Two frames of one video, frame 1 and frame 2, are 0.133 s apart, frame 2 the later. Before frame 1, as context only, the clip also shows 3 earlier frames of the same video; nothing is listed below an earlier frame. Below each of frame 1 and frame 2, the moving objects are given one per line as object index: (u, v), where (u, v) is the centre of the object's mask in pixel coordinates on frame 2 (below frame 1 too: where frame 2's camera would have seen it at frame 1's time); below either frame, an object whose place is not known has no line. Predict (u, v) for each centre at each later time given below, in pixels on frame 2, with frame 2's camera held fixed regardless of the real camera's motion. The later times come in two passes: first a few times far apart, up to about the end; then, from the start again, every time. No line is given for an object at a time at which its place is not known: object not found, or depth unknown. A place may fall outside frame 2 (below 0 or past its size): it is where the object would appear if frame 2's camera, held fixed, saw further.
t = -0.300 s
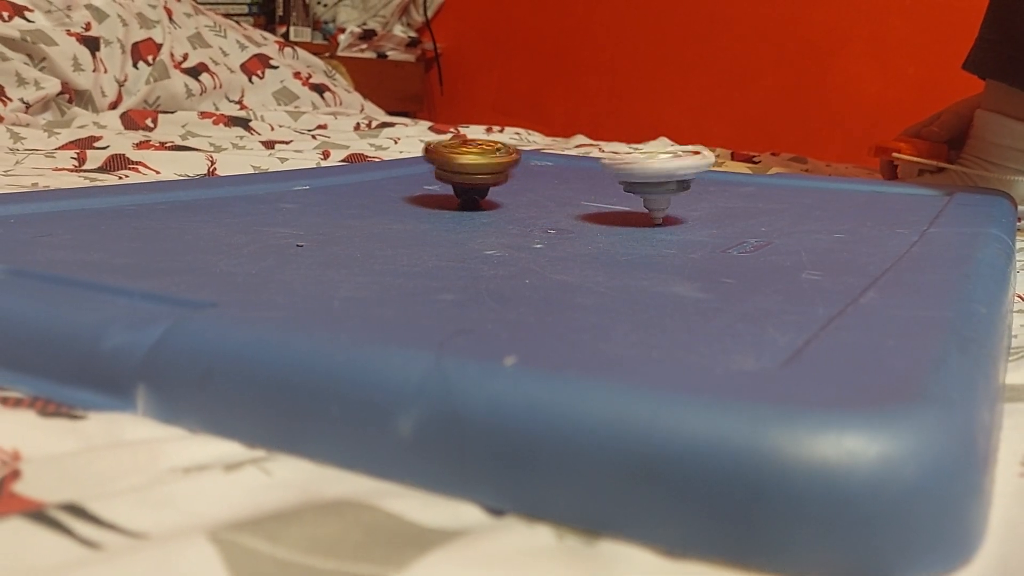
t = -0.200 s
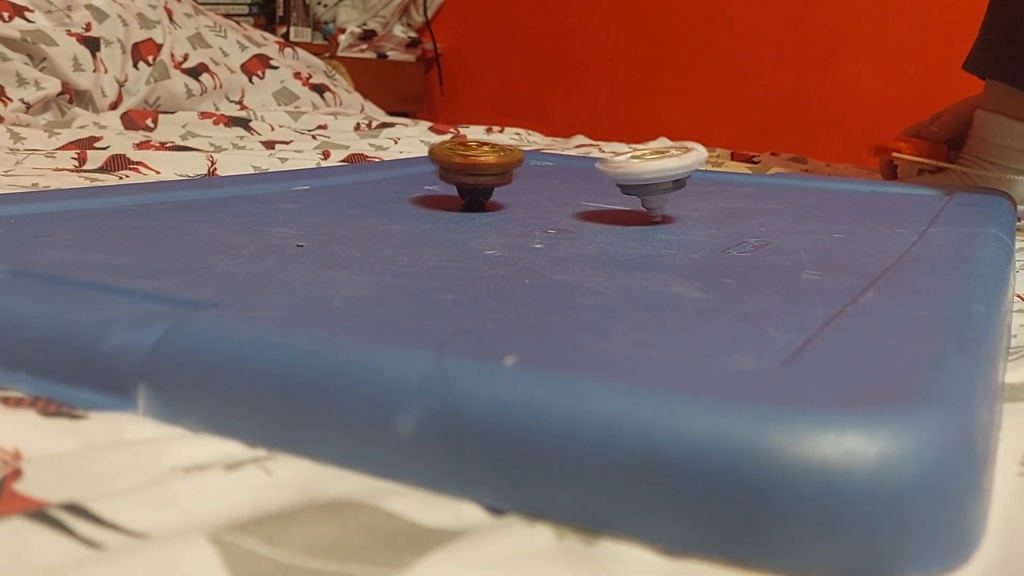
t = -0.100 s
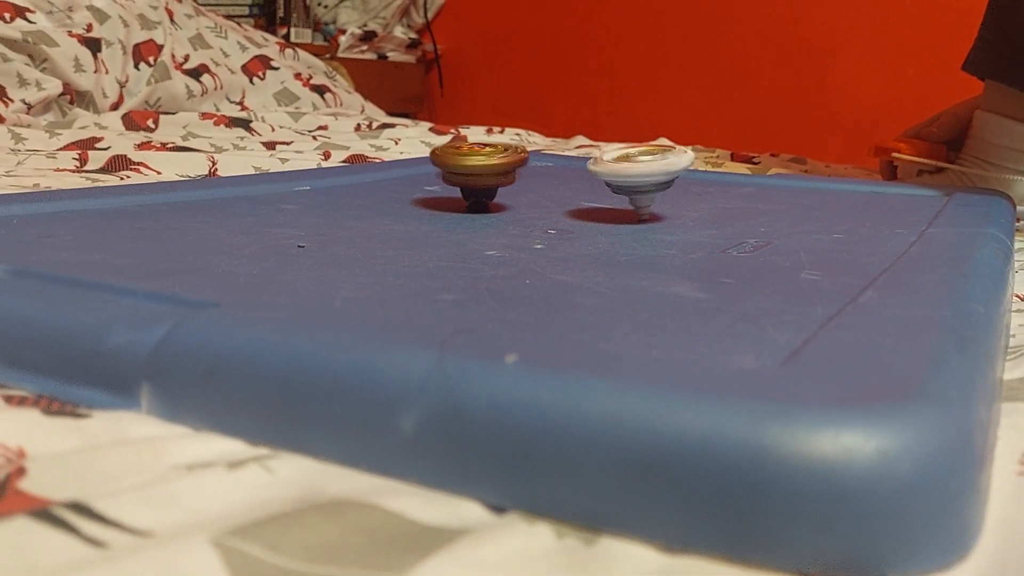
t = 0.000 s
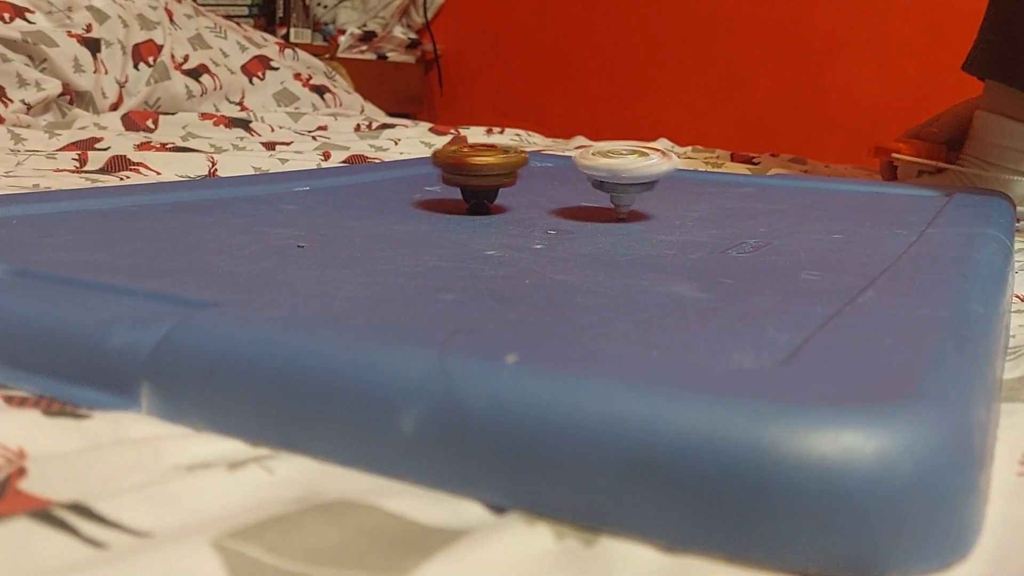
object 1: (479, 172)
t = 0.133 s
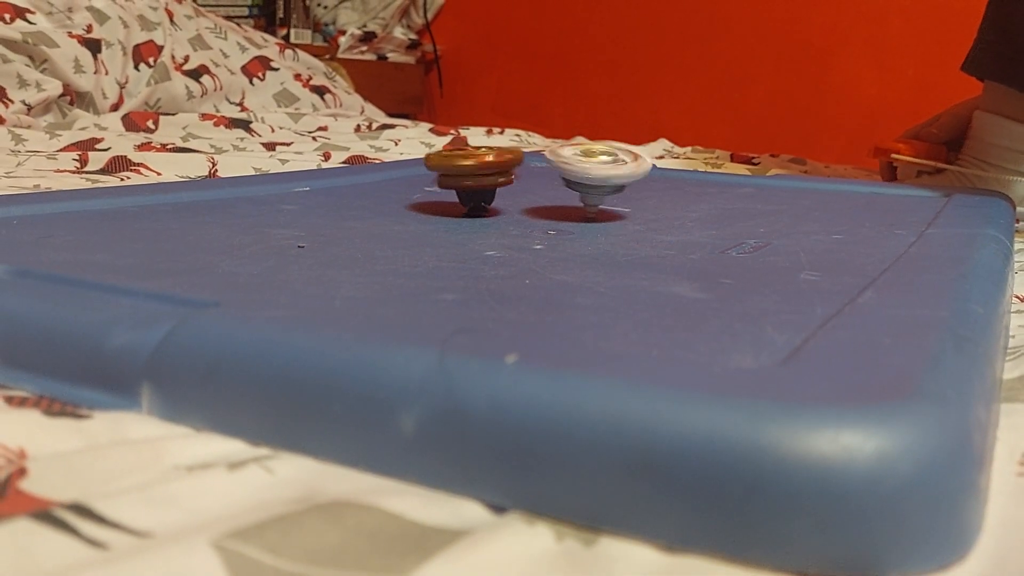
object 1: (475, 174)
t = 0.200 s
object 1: (473, 174)
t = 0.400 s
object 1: (449, 174)
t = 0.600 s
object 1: (432, 172)
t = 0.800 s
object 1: (431, 169)
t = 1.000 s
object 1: (447, 169)
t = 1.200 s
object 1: (463, 171)
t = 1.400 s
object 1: (469, 174)
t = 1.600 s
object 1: (463, 173)
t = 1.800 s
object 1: (465, 172)
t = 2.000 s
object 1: (467, 173)
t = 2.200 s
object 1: (444, 172)
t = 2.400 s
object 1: (379, 167)
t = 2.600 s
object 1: (342, 162)
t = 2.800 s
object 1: (341, 159)
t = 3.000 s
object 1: (367, 160)
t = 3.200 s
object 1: (406, 168)
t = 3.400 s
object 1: (444, 174)
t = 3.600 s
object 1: (463, 183)
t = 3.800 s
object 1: (460, 187)
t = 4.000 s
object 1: (440, 187)
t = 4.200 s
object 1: (426, 184)
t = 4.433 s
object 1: (410, 179)
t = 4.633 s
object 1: (412, 174)
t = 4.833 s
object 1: (438, 171)
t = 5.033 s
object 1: (433, 170)
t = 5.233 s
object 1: (436, 171)
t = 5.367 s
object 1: (437, 172)
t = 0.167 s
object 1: (473, 174)
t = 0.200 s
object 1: (473, 174)
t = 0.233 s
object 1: (471, 175)
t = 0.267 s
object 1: (466, 174)
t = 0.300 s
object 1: (462, 174)
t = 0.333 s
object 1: (457, 175)
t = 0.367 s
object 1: (453, 175)
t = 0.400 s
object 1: (449, 174)
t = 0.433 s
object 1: (445, 175)
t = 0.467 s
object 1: (442, 174)
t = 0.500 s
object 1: (438, 173)
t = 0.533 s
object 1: (436, 173)
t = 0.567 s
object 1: (433, 173)
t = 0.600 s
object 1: (432, 172)
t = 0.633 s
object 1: (431, 172)
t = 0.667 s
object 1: (430, 171)
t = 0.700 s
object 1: (429, 171)
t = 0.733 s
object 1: (429, 170)
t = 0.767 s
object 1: (429, 170)
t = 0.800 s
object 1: (431, 169)
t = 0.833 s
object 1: (432, 169)
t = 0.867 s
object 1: (434, 170)
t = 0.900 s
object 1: (437, 169)
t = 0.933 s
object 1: (440, 169)
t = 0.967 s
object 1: (444, 169)
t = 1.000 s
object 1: (447, 169)
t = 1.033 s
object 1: (451, 169)
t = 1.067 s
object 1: (453, 169)
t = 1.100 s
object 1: (456, 169)
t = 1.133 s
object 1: (459, 170)
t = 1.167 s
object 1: (461, 170)
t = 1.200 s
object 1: (463, 171)
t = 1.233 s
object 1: (465, 172)
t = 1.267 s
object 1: (466, 173)
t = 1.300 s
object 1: (467, 174)
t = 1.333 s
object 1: (469, 174)
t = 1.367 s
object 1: (468, 174)
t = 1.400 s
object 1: (469, 174)
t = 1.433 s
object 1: (468, 174)
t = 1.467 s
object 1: (467, 174)
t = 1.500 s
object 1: (465, 174)
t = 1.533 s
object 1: (464, 173)
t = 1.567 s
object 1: (463, 173)
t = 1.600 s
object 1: (463, 173)
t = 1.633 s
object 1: (464, 174)
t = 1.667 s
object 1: (463, 173)
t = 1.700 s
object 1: (462, 172)
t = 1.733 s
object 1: (463, 173)
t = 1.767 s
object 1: (464, 173)
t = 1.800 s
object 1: (465, 172)
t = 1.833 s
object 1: (465, 172)
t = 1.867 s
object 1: (465, 172)
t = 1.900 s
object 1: (466, 172)
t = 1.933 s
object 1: (466, 172)
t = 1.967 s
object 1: (468, 172)
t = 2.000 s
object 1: (467, 173)
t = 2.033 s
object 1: (466, 171)
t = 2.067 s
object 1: (467, 173)
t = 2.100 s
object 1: (468, 173)
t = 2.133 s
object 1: (468, 173)
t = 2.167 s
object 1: (460, 172)
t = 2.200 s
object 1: (444, 172)
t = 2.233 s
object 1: (431, 171)
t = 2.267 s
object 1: (418, 171)
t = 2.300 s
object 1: (409, 171)
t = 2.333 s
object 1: (397, 170)
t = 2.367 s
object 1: (389, 169)
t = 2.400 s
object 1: (379, 167)
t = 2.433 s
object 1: (370, 167)
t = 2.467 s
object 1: (363, 166)
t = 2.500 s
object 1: (356, 166)
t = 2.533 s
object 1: (349, 164)
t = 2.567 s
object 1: (346, 163)
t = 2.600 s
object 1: (342, 162)
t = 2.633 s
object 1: (339, 161)
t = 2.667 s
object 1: (337, 161)
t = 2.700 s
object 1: (337, 160)
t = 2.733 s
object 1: (338, 159)
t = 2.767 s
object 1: (338, 159)
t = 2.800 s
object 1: (341, 159)
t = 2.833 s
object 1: (343, 158)
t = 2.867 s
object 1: (347, 159)
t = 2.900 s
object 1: (351, 158)
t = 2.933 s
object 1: (356, 159)
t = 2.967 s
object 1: (361, 160)
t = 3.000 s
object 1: (367, 160)
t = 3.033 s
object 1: (373, 161)
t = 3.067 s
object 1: (379, 162)
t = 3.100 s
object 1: (385, 163)
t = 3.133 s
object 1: (393, 165)
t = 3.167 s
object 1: (399, 166)
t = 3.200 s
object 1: (406, 168)
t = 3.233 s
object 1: (414, 169)
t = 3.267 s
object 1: (421, 169)
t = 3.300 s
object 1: (427, 171)
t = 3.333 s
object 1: (433, 172)
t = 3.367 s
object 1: (438, 174)
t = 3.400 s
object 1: (444, 174)
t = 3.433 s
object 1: (448, 177)
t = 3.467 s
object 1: (453, 178)
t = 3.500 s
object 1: (456, 179)
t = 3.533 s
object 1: (459, 181)
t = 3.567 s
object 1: (461, 182)
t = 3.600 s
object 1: (463, 183)
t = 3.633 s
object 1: (465, 184)
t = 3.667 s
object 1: (464, 184)
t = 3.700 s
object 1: (464, 185)
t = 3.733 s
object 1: (463, 185)
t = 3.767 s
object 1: (462, 187)
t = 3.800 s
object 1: (460, 187)
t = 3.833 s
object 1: (456, 187)
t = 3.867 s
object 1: (453, 187)
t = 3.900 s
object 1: (451, 187)
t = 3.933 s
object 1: (447, 188)
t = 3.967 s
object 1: (444, 187)
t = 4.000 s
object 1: (440, 187)
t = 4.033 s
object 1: (436, 187)
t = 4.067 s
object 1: (435, 186)
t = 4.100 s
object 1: (433, 187)
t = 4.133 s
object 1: (429, 186)
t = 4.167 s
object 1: (425, 185)
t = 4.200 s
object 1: (426, 184)
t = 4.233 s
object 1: (428, 184)
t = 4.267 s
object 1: (424, 183)
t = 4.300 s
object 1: (424, 183)
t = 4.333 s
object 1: (421, 182)
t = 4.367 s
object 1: (415, 181)
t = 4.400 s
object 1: (413, 181)
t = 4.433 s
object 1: (410, 179)
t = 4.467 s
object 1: (409, 179)
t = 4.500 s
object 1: (409, 177)
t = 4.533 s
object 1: (405, 177)
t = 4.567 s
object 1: (407, 176)
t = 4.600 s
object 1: (411, 175)
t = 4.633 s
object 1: (412, 174)
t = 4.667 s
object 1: (414, 174)
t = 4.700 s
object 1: (420, 173)
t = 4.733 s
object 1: (423, 172)
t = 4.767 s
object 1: (428, 172)
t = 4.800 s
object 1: (434, 172)
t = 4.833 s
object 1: (438, 171)
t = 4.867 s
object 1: (438, 171)
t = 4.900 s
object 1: (436, 171)
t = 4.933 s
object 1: (435, 172)
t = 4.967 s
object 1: (435, 171)
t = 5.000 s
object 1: (434, 170)
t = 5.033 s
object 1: (433, 170)
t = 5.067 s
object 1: (432, 170)
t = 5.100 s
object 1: (433, 169)
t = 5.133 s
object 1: (433, 169)
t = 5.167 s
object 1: (434, 170)
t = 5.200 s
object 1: (436, 170)
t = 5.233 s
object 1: (436, 171)
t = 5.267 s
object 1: (438, 171)
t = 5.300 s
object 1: (439, 172)
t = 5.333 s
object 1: (438, 171)
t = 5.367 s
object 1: (437, 172)
